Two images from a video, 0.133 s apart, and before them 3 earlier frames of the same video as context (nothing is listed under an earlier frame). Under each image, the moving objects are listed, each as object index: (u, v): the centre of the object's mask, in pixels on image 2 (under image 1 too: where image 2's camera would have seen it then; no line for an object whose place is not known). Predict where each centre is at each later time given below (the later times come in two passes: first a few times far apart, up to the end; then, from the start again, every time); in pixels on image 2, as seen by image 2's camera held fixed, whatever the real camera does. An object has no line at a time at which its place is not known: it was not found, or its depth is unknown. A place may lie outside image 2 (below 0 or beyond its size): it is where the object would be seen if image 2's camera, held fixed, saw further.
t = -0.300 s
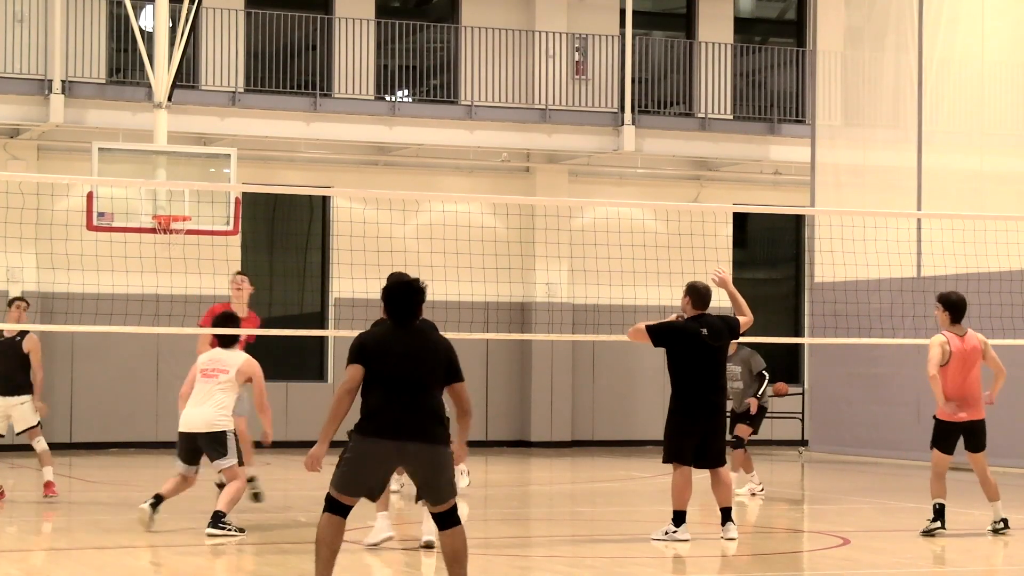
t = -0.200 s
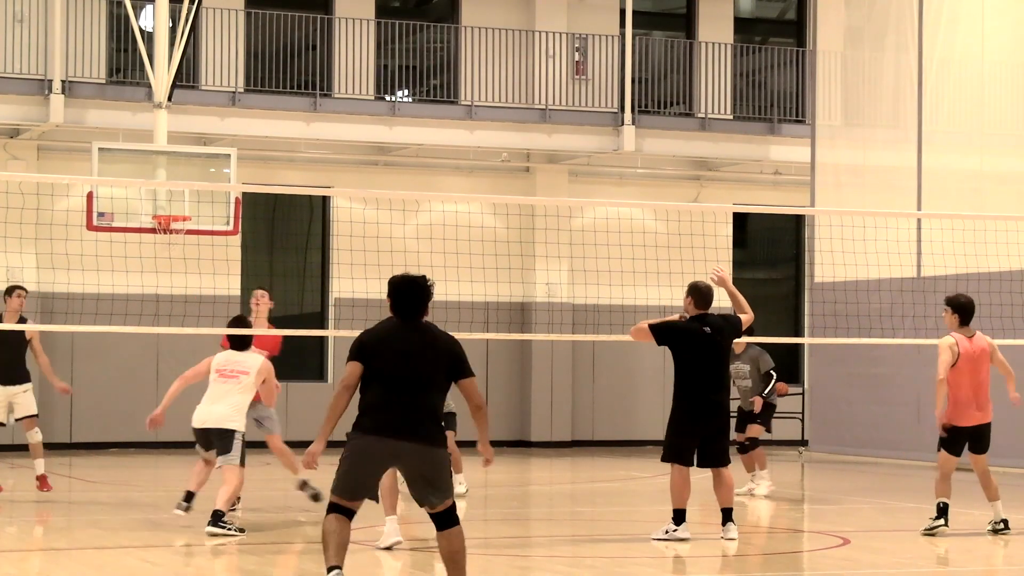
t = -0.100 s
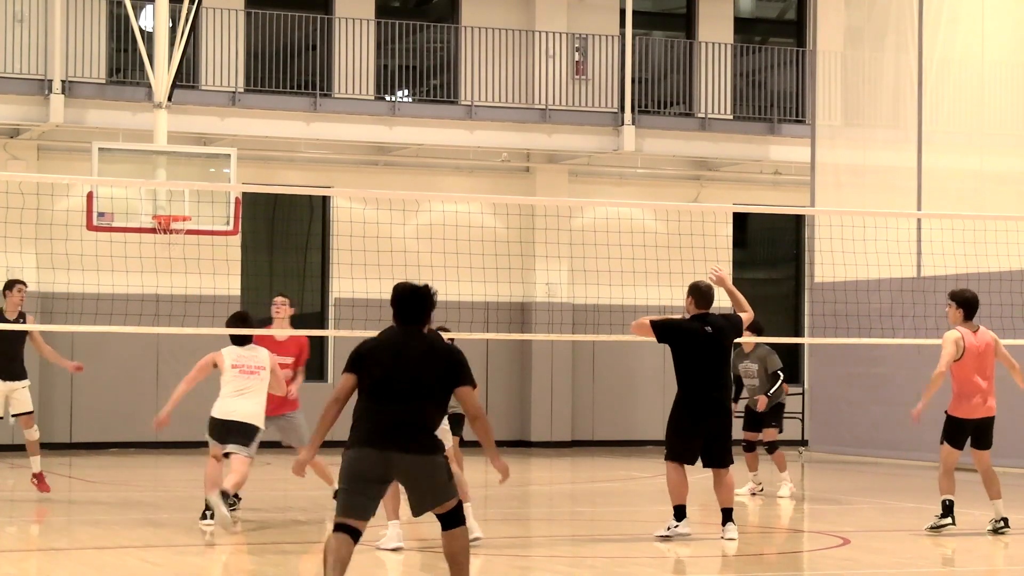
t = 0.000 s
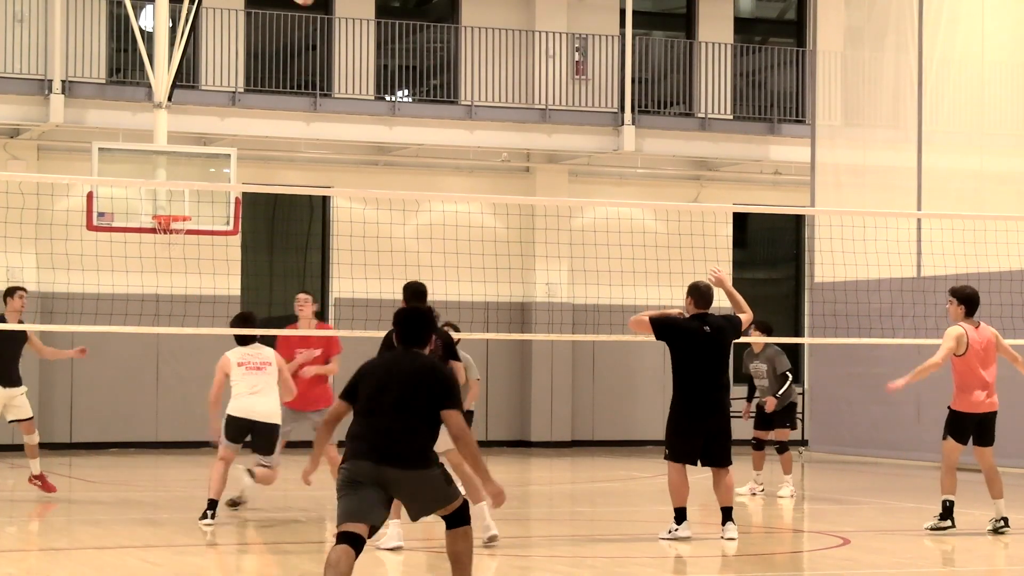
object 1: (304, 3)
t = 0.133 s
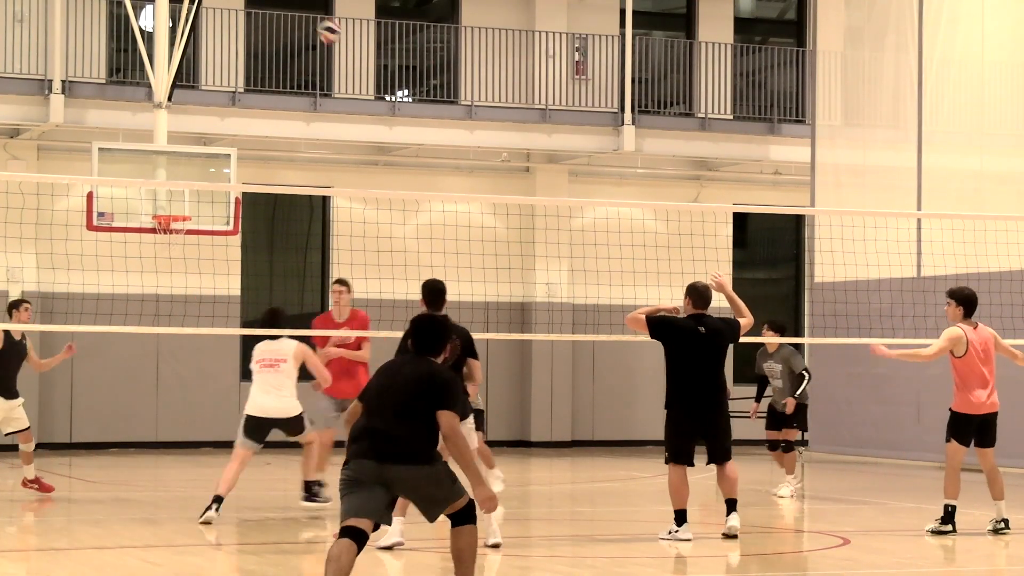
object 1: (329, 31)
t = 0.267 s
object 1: (355, 88)
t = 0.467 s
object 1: (392, 209)
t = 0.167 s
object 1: (335, 43)
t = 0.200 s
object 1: (342, 56)
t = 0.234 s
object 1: (349, 72)
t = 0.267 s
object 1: (355, 88)
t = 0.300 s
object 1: (362, 106)
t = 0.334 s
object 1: (367, 123)
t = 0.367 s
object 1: (373, 145)
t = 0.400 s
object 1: (380, 164)
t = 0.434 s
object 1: (386, 183)
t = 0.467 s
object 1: (392, 209)
